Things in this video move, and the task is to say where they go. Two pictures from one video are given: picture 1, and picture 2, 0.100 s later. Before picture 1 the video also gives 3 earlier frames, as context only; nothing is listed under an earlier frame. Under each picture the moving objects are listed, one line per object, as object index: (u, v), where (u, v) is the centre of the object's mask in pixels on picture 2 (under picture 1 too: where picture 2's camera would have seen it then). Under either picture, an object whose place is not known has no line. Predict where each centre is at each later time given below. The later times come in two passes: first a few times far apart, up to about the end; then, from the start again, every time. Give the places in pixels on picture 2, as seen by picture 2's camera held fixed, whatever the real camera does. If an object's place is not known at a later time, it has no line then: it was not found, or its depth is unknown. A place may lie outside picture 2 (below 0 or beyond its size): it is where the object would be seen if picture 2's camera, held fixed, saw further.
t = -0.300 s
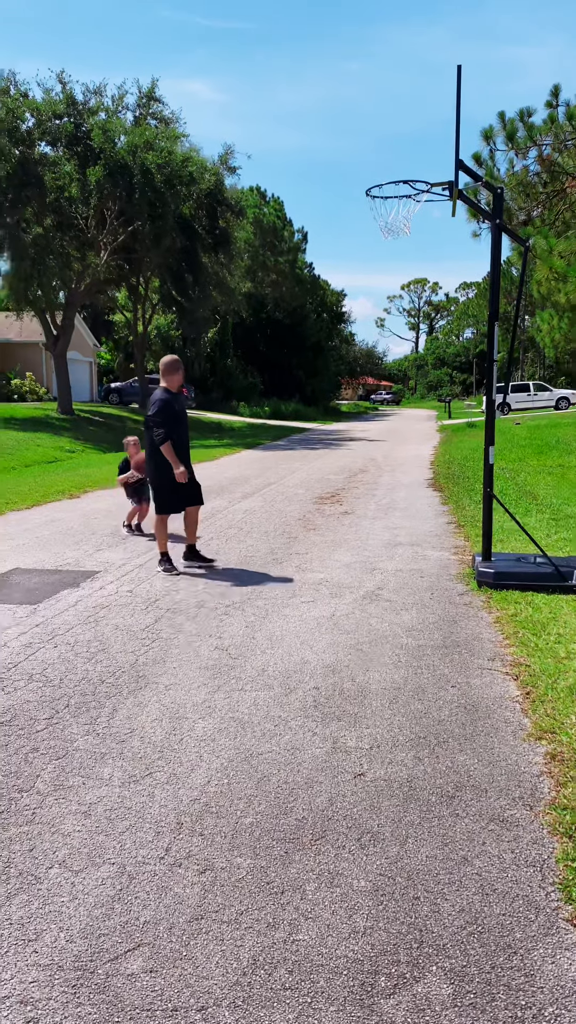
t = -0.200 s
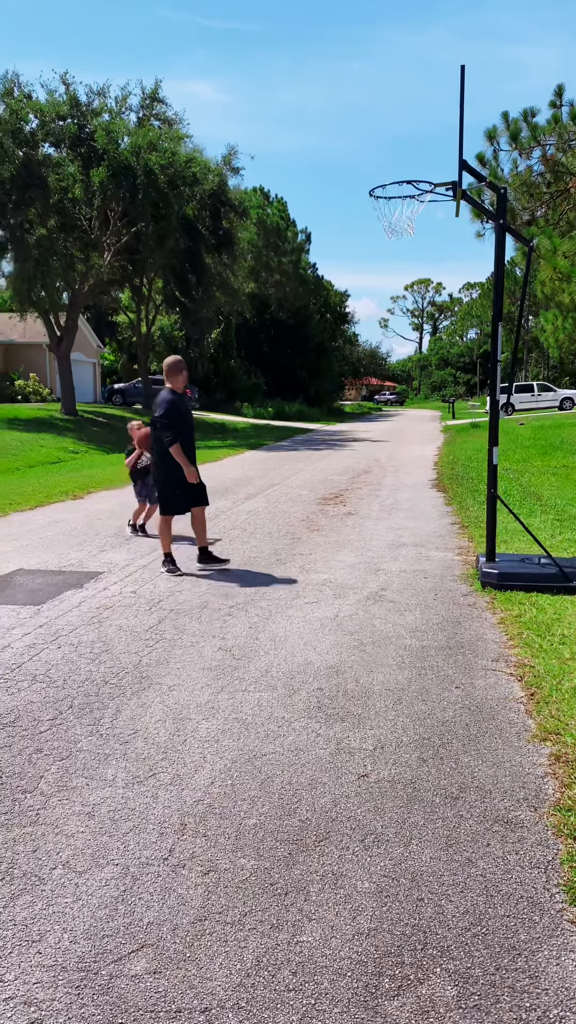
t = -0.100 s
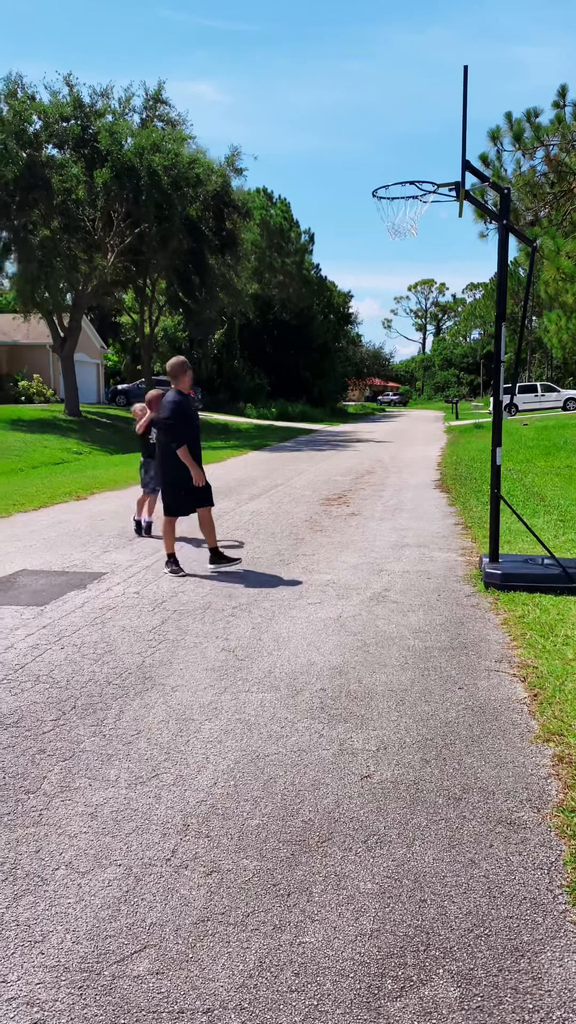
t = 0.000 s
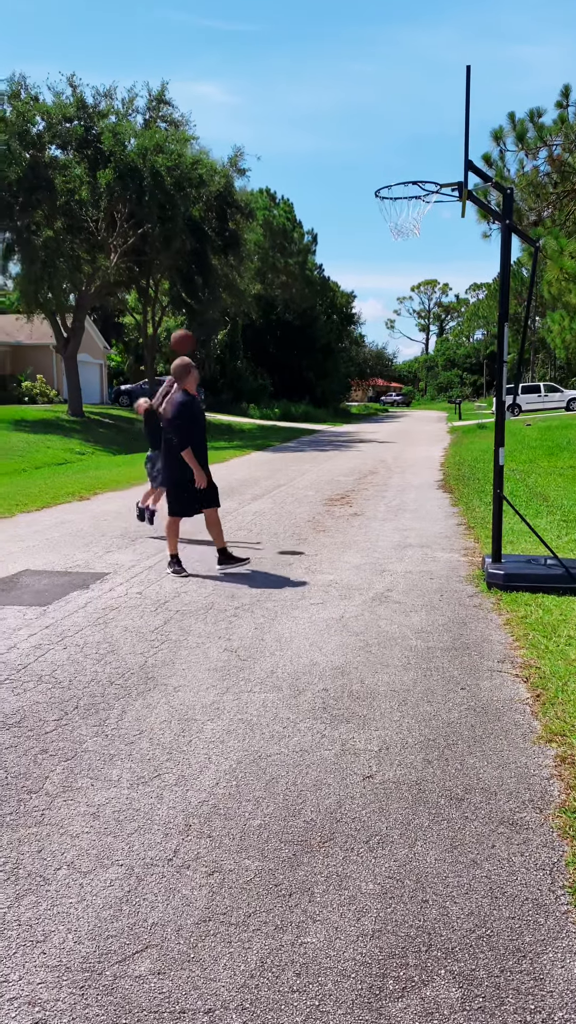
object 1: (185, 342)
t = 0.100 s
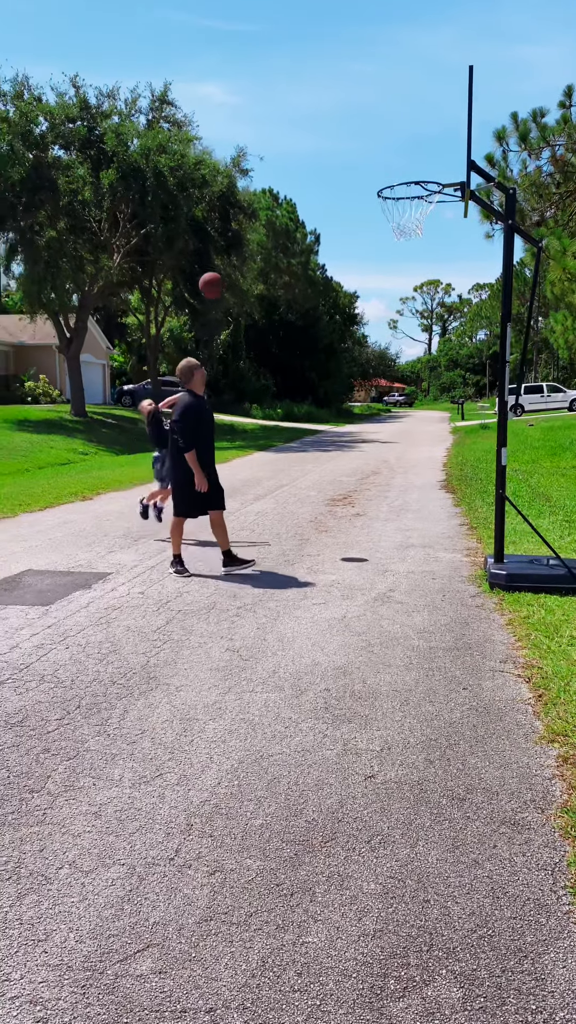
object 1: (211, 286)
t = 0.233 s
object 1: (249, 221)
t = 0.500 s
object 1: (336, 145)
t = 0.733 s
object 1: (422, 147)
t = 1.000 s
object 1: (397, 163)
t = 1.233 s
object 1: (333, 199)
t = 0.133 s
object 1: (220, 268)
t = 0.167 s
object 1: (229, 251)
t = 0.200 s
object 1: (239, 236)
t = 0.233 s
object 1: (249, 221)
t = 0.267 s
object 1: (259, 208)
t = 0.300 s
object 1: (270, 195)
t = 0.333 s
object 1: (280, 184)
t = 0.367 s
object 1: (291, 174)
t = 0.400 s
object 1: (302, 165)
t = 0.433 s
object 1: (313, 157)
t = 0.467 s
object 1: (325, 151)
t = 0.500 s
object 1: (336, 145)
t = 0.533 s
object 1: (348, 141)
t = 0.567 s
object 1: (360, 138)
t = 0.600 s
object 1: (372, 137)
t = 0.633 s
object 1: (384, 137)
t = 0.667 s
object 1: (396, 139)
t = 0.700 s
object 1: (409, 142)
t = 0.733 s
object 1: (422, 147)
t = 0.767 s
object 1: (435, 153)
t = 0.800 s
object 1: (448, 162)
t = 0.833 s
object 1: (444, 171)
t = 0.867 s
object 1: (435, 175)
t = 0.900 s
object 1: (425, 170)
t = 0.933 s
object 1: (416, 166)
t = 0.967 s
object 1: (407, 164)
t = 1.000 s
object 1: (397, 163)
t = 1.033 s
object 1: (388, 164)
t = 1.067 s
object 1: (379, 166)
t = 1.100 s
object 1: (370, 169)
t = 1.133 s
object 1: (361, 175)
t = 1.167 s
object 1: (351, 181)
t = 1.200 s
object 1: (342, 190)
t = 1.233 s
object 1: (333, 199)
